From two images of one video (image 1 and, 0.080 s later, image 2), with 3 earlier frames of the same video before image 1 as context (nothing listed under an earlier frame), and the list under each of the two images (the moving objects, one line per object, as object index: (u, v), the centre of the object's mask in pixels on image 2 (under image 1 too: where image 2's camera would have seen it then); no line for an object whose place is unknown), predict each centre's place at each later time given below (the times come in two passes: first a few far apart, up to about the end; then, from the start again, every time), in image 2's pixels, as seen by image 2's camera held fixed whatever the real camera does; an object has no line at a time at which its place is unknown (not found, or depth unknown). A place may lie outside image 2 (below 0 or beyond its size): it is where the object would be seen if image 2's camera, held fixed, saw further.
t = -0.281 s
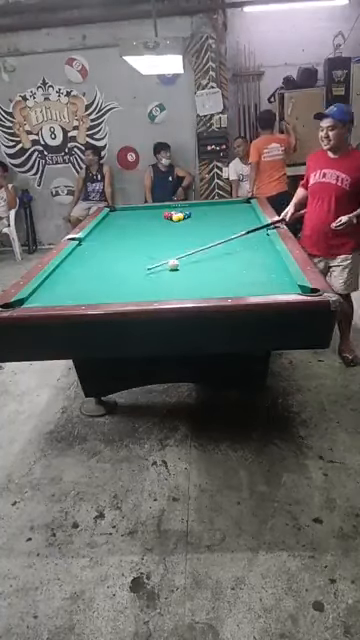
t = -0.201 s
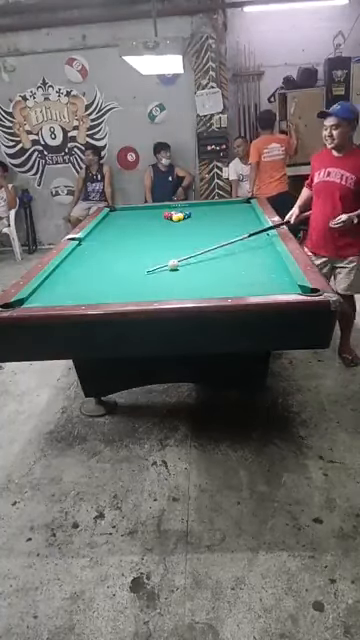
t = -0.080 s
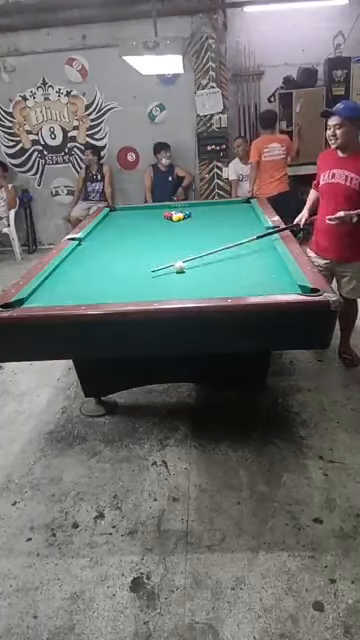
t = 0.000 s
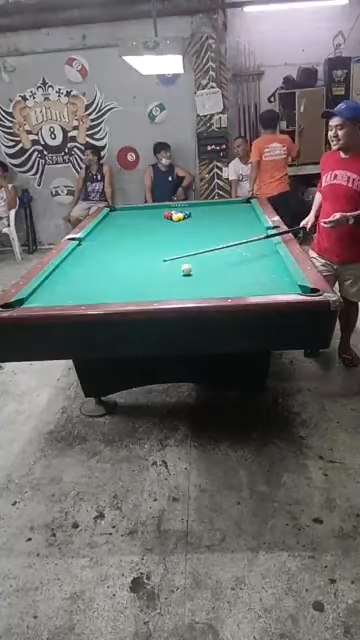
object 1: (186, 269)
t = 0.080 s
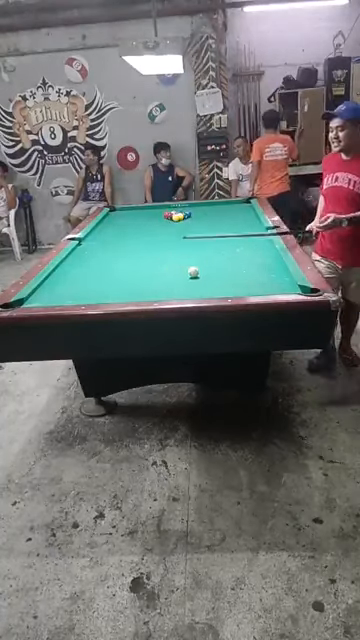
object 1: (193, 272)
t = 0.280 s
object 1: (212, 279)
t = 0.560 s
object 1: (239, 287)
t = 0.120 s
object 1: (196, 273)
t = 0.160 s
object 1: (200, 274)
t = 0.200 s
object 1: (204, 276)
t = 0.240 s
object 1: (208, 277)
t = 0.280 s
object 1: (212, 279)
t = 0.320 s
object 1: (215, 280)
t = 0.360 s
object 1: (219, 281)
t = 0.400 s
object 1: (223, 283)
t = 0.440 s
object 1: (227, 284)
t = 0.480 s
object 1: (231, 286)
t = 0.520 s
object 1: (235, 287)
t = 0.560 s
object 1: (239, 287)
